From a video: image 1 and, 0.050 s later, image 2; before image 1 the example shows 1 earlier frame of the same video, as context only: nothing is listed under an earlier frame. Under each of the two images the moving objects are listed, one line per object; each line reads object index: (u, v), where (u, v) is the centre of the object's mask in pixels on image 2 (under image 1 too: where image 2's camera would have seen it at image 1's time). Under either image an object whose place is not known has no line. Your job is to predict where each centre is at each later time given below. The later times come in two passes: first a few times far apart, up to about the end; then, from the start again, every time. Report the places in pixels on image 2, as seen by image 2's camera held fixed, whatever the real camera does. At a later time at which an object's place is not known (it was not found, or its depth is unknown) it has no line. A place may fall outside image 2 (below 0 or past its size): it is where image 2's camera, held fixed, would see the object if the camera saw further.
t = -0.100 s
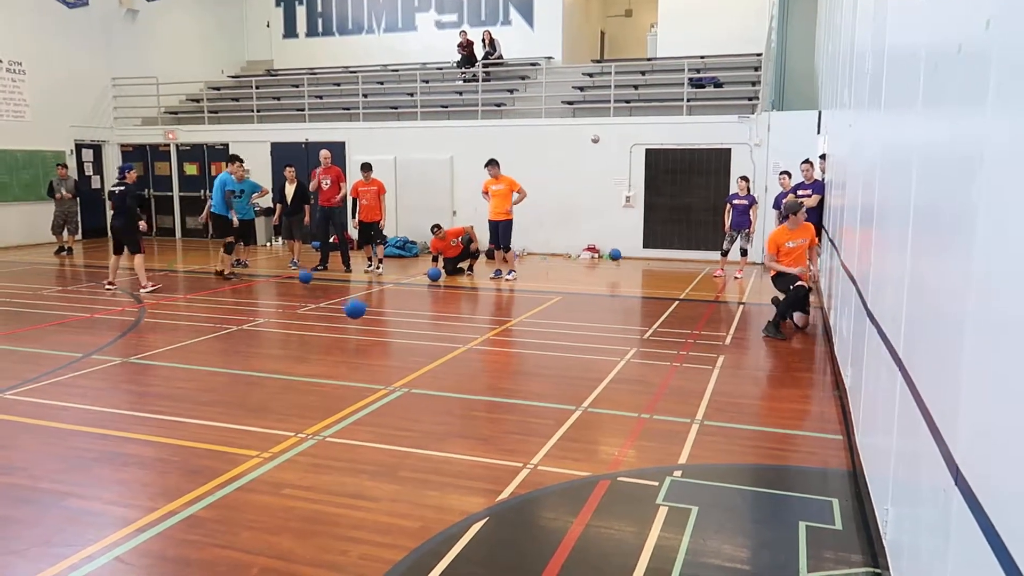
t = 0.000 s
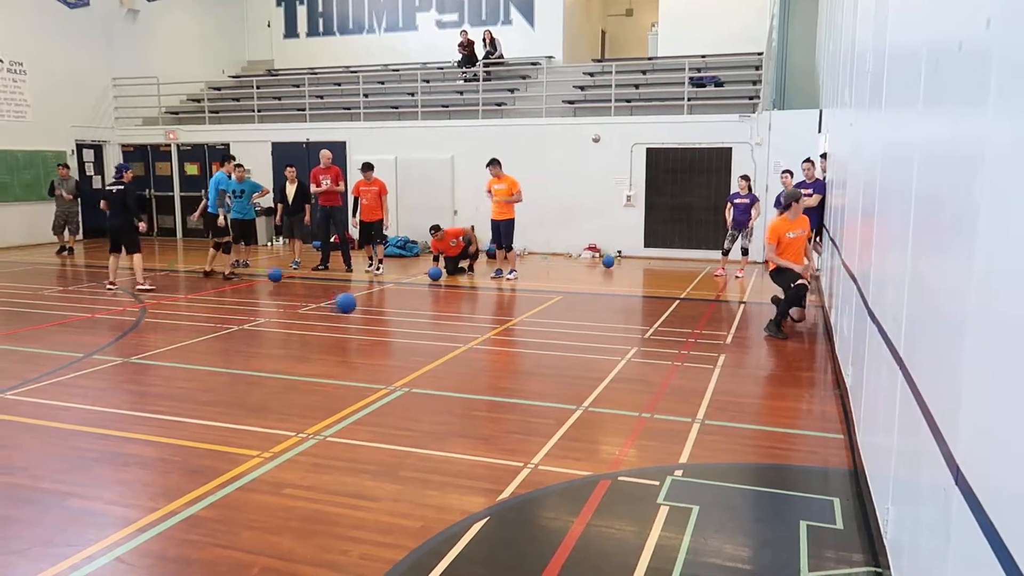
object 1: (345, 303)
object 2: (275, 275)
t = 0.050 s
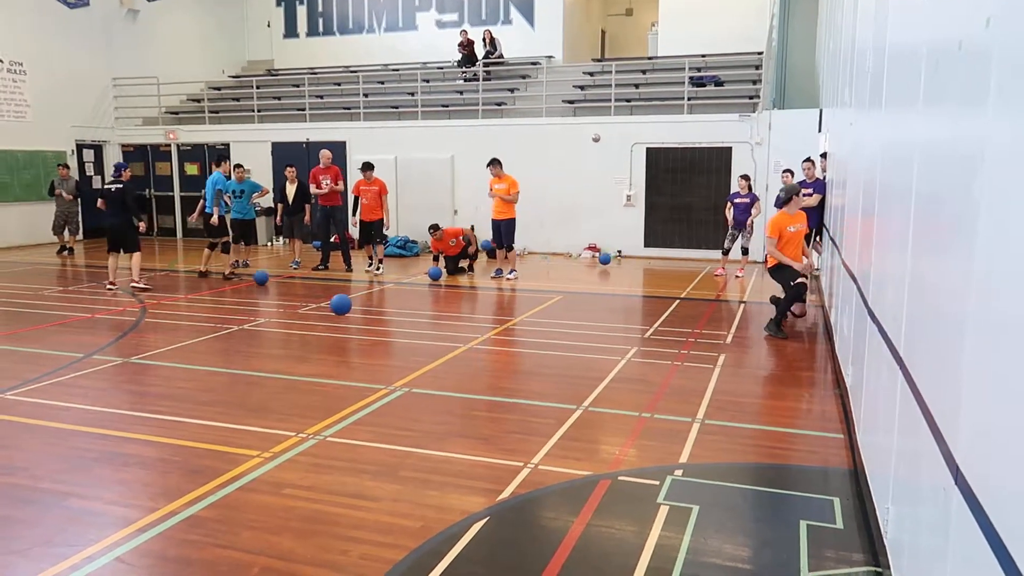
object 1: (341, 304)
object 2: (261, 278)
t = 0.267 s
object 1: (319, 324)
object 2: (204, 271)
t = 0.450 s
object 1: (296, 321)
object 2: (160, 269)
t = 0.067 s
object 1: (340, 305)
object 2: (256, 277)
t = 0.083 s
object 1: (338, 306)
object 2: (251, 276)
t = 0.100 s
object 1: (336, 308)
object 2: (247, 275)
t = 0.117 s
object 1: (335, 310)
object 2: (242, 274)
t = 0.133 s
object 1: (333, 312)
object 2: (236, 272)
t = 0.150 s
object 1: (331, 314)
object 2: (235, 271)
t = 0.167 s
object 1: (330, 317)
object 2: (229, 273)
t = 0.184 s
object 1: (328, 320)
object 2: (225, 272)
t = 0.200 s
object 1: (327, 323)
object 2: (218, 273)
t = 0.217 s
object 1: (324, 328)
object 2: (214, 273)
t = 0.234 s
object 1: (323, 328)
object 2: (211, 274)
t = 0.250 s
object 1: (321, 326)
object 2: (208, 273)
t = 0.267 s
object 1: (319, 324)
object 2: (204, 271)
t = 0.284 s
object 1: (317, 322)
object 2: (199, 271)
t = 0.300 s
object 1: (314, 320)
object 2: (195, 271)
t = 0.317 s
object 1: (312, 319)
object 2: (190, 270)
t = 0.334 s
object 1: (310, 319)
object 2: (186, 270)
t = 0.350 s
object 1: (308, 318)
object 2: (182, 269)
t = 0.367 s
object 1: (306, 318)
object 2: (179, 270)
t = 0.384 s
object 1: (304, 318)
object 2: (175, 270)
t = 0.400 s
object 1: (303, 318)
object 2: (171, 270)
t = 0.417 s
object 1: (300, 319)
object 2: (167, 270)
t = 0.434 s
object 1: (299, 319)
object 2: (163, 270)
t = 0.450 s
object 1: (296, 321)
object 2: (160, 269)
